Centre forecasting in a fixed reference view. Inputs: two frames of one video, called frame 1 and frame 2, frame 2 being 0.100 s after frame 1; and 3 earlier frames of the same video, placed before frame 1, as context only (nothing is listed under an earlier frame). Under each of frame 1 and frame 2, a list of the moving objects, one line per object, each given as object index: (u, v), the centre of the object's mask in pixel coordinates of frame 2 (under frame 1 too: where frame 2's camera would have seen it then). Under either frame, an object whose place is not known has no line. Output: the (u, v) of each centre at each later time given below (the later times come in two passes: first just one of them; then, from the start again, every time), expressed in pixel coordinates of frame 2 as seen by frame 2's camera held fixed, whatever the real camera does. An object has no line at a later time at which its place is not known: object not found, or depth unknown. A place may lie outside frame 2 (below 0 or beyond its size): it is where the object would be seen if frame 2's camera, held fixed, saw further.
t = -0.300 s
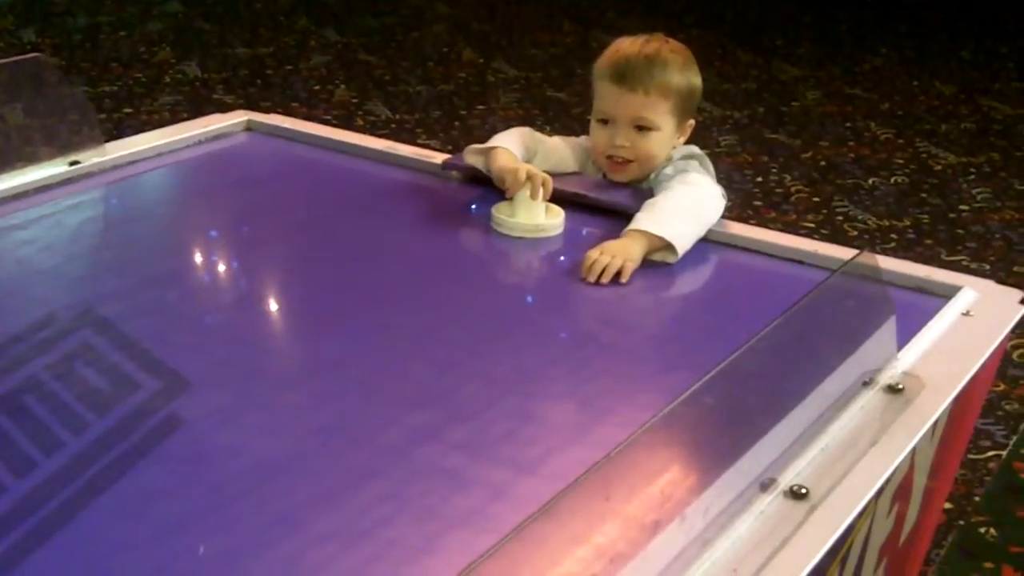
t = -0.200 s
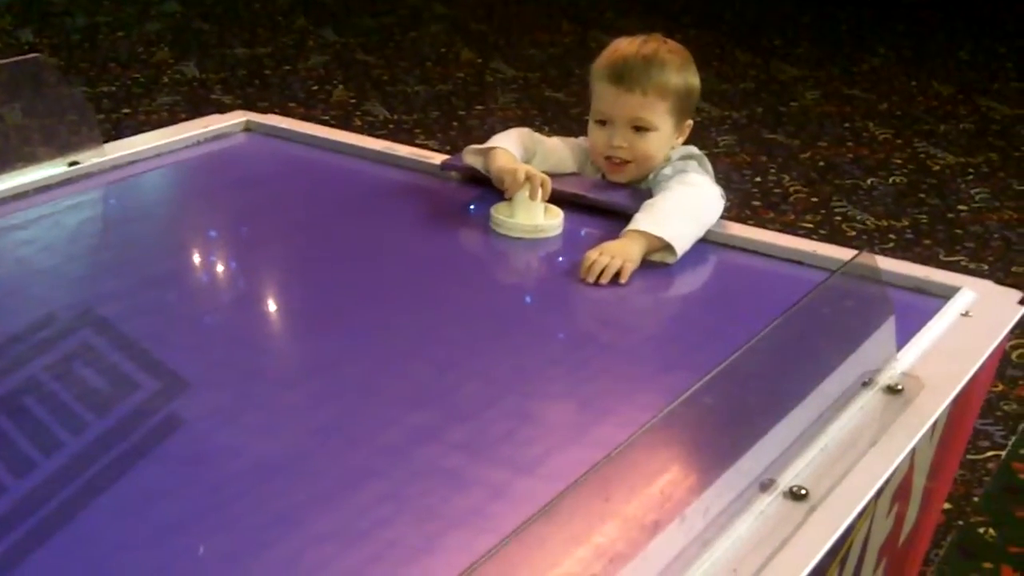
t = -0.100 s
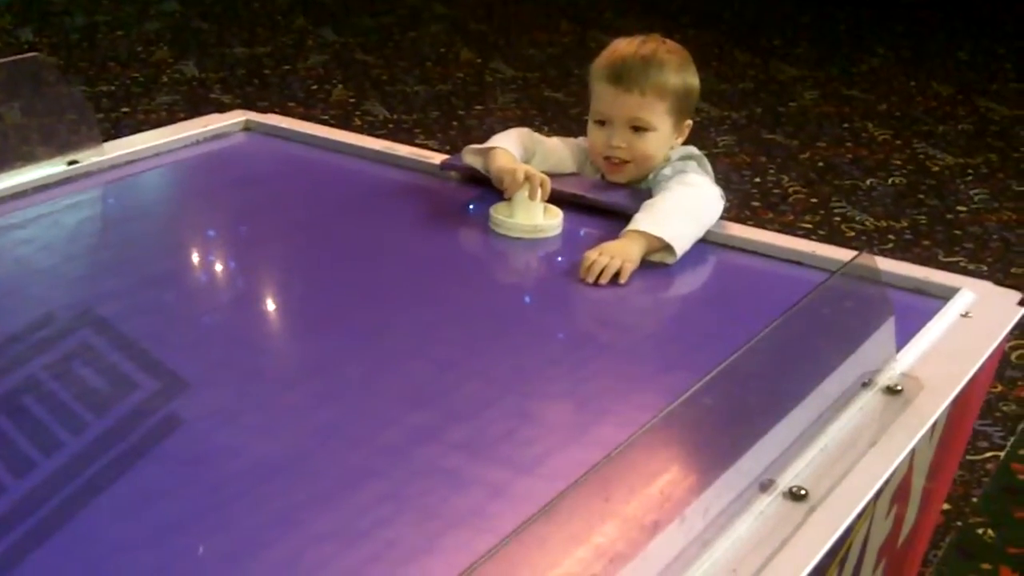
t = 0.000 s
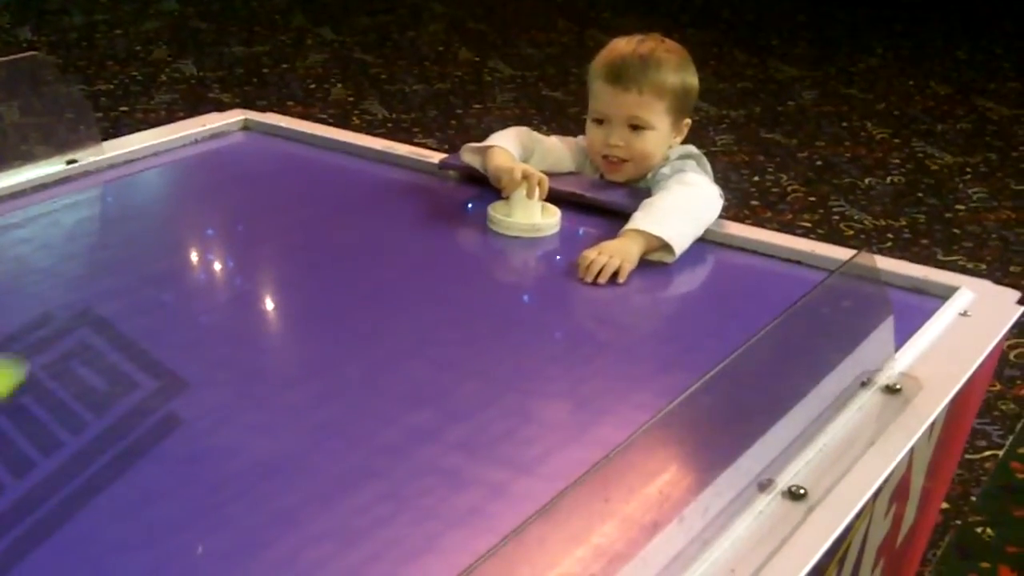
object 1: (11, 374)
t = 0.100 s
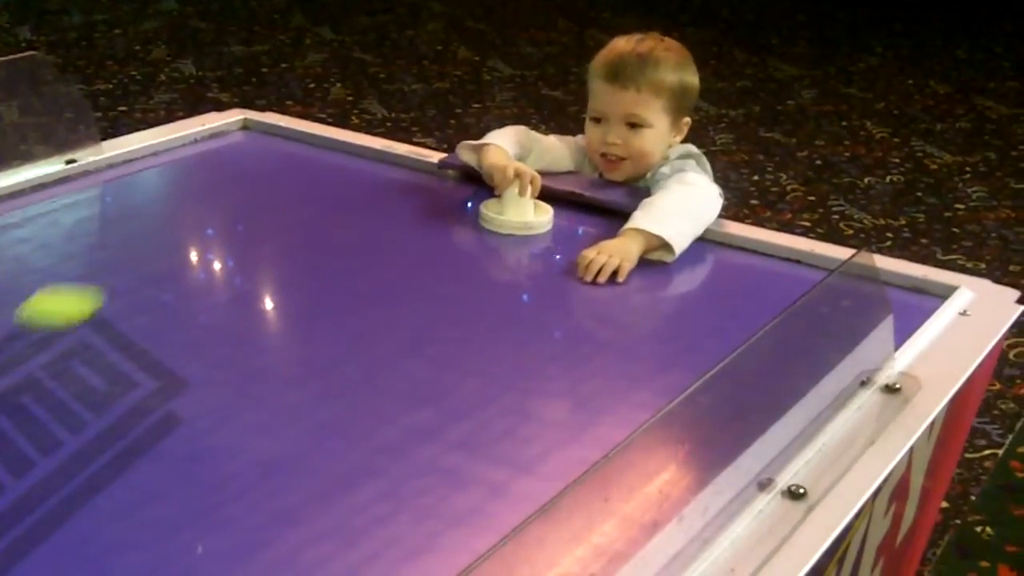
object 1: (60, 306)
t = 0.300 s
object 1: (187, 196)
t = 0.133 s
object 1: (84, 285)
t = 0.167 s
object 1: (108, 264)
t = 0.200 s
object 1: (130, 246)
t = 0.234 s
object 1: (150, 228)
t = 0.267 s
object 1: (169, 211)
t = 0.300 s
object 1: (187, 196)
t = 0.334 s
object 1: (203, 182)
